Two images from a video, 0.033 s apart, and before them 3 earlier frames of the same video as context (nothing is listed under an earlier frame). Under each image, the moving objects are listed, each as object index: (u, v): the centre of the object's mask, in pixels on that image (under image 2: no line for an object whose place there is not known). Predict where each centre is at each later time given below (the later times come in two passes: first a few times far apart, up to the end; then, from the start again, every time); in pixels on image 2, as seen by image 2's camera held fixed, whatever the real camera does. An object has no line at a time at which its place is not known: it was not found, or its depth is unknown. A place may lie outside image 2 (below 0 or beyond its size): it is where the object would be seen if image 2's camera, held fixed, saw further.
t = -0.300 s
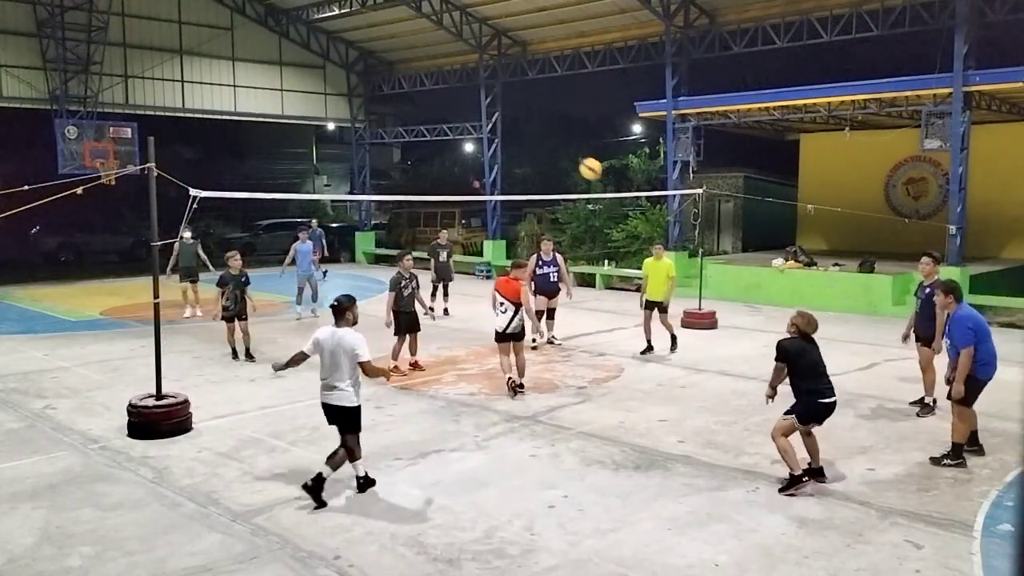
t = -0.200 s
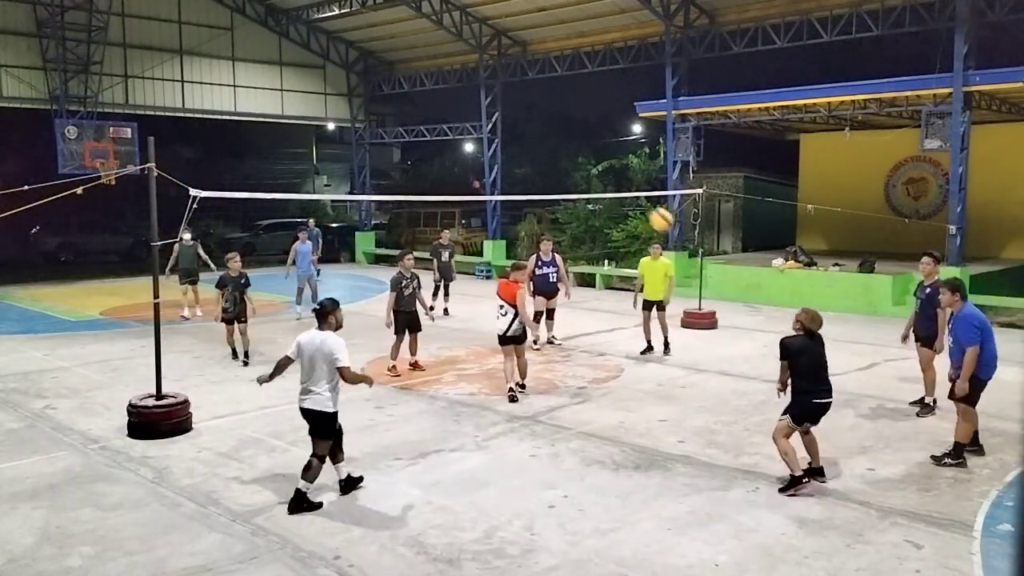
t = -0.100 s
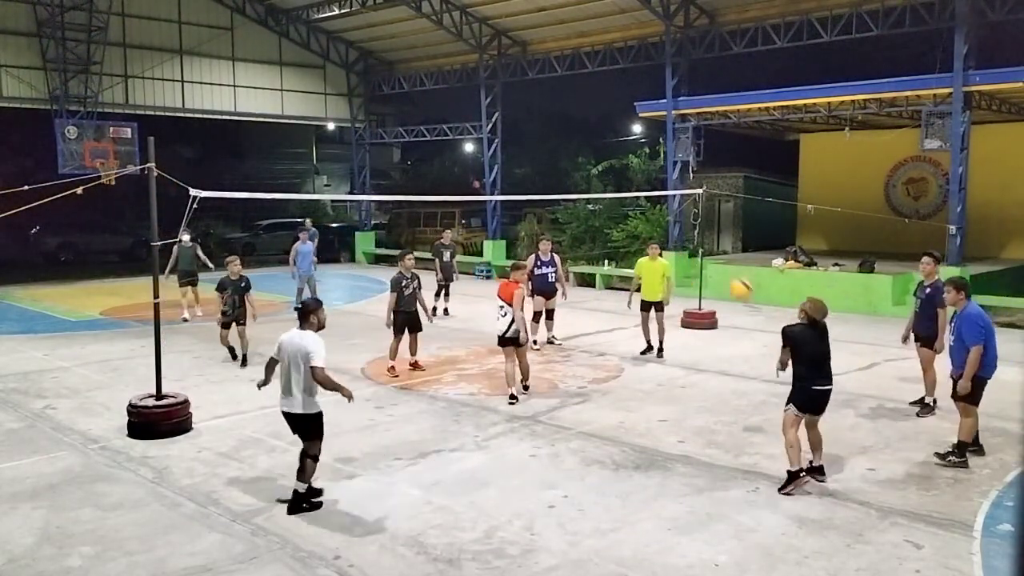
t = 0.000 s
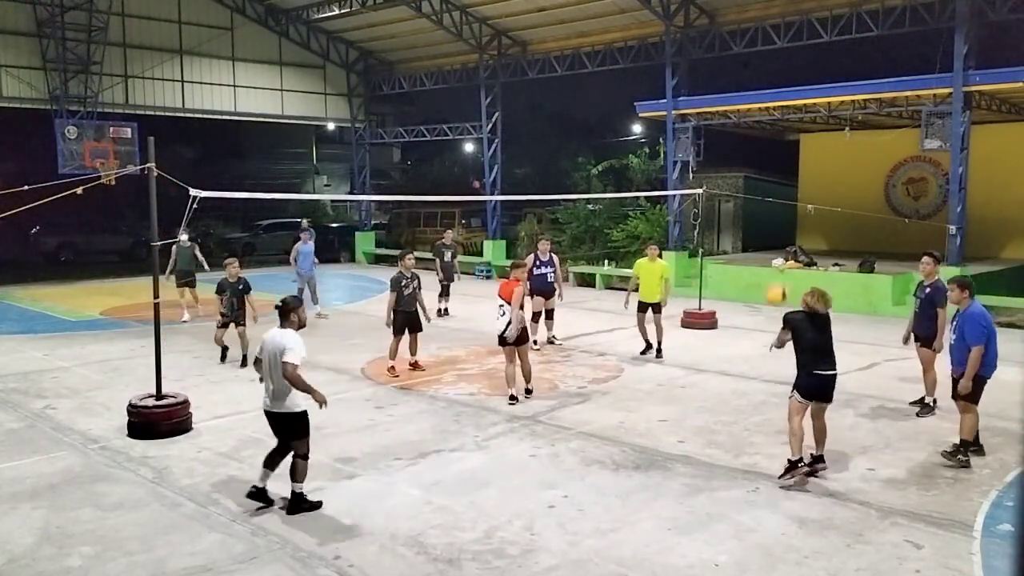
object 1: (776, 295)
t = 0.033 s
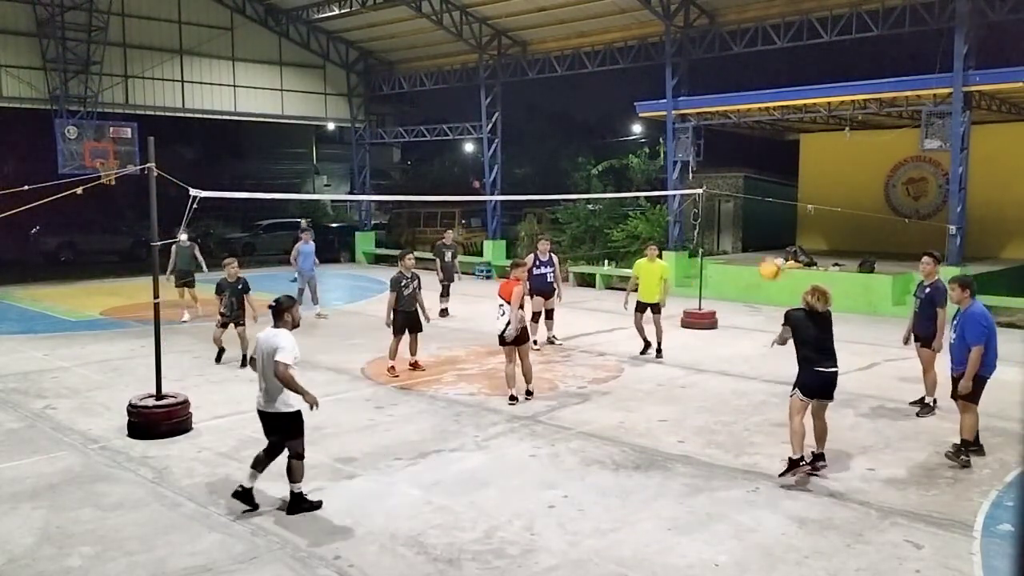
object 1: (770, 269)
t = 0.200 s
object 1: (742, 174)
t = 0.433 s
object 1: (707, 97)
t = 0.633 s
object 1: (680, 78)
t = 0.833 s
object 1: (655, 93)
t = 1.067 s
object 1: (629, 148)
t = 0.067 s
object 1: (764, 245)
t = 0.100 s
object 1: (759, 227)
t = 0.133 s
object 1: (753, 208)
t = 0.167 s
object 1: (748, 189)
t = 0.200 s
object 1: (742, 174)
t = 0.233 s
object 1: (737, 159)
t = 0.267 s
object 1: (731, 145)
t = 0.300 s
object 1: (727, 133)
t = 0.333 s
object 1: (721, 122)
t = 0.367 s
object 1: (717, 113)
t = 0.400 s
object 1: (711, 105)
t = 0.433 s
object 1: (707, 97)
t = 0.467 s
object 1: (702, 91)
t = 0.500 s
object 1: (697, 86)
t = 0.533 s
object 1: (692, 83)
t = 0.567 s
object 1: (688, 80)
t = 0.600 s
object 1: (684, 79)
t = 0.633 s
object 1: (680, 78)
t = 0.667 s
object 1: (676, 79)
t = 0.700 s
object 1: (672, 80)
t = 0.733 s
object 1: (667, 82)
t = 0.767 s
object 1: (663, 85)
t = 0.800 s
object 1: (658, 89)
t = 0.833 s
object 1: (655, 93)
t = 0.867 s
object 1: (650, 99)
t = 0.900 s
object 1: (647, 105)
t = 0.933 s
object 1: (643, 113)
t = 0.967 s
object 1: (639, 121)
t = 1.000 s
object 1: (636, 129)
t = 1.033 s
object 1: (632, 137)
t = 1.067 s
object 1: (629, 148)
